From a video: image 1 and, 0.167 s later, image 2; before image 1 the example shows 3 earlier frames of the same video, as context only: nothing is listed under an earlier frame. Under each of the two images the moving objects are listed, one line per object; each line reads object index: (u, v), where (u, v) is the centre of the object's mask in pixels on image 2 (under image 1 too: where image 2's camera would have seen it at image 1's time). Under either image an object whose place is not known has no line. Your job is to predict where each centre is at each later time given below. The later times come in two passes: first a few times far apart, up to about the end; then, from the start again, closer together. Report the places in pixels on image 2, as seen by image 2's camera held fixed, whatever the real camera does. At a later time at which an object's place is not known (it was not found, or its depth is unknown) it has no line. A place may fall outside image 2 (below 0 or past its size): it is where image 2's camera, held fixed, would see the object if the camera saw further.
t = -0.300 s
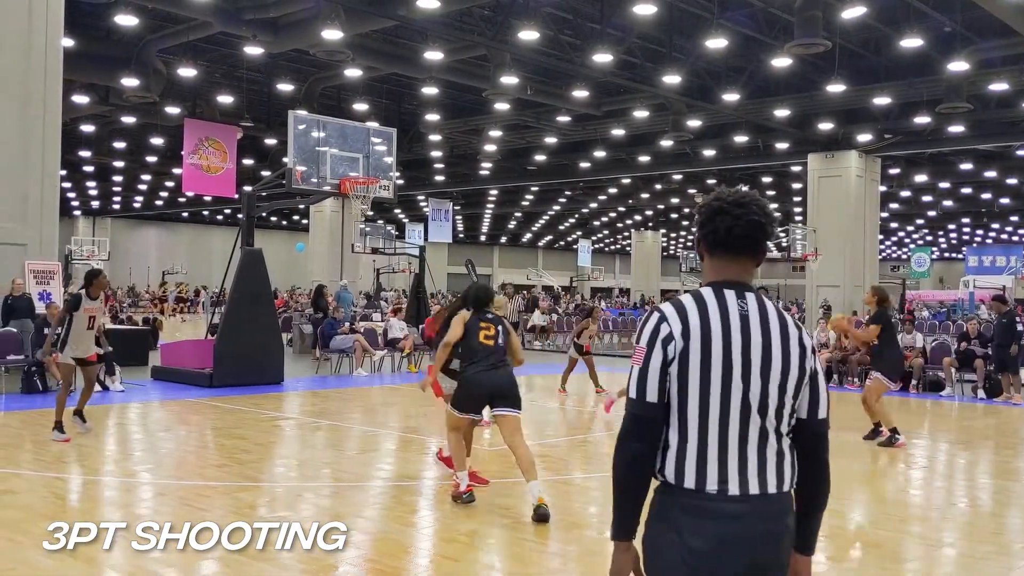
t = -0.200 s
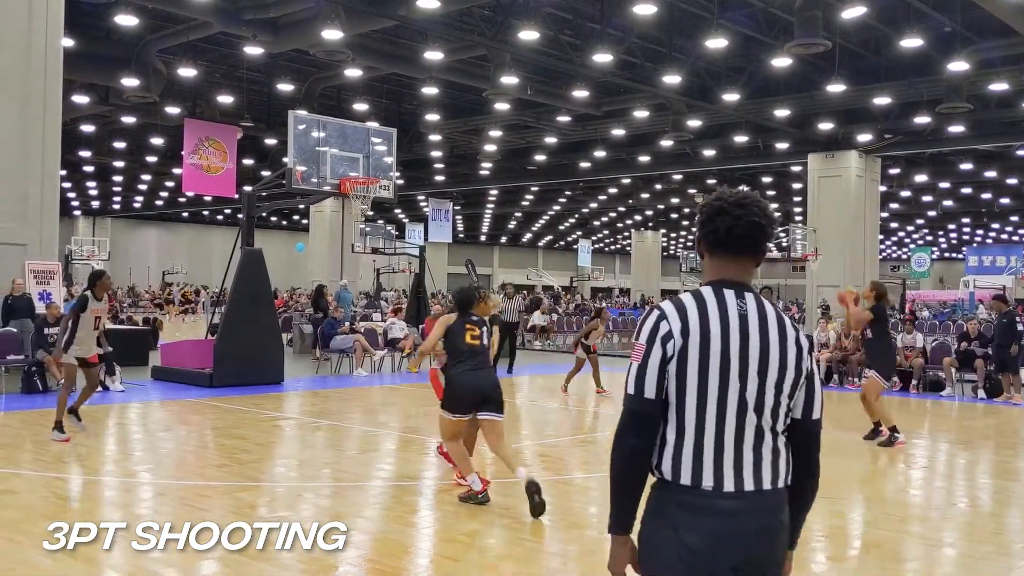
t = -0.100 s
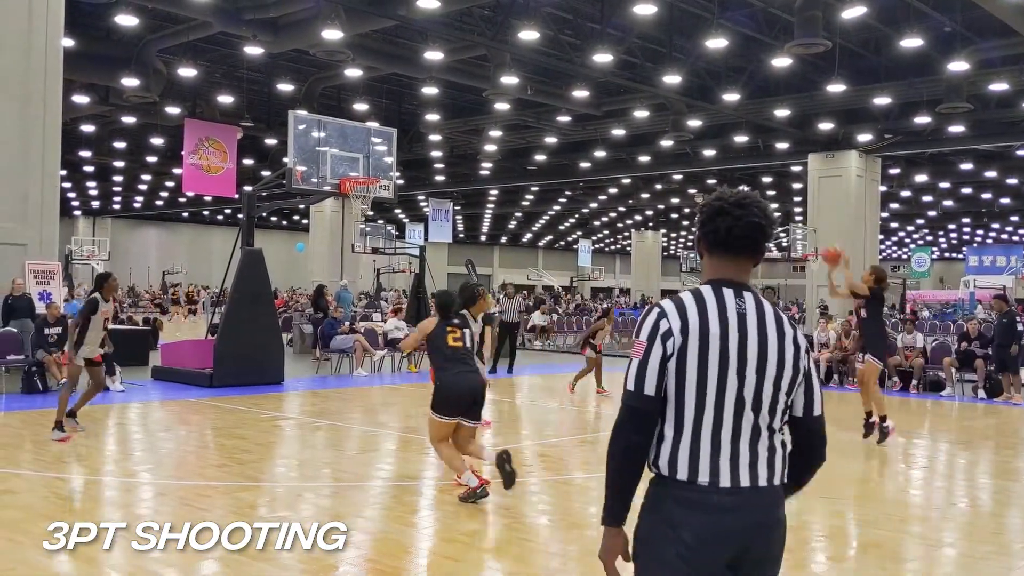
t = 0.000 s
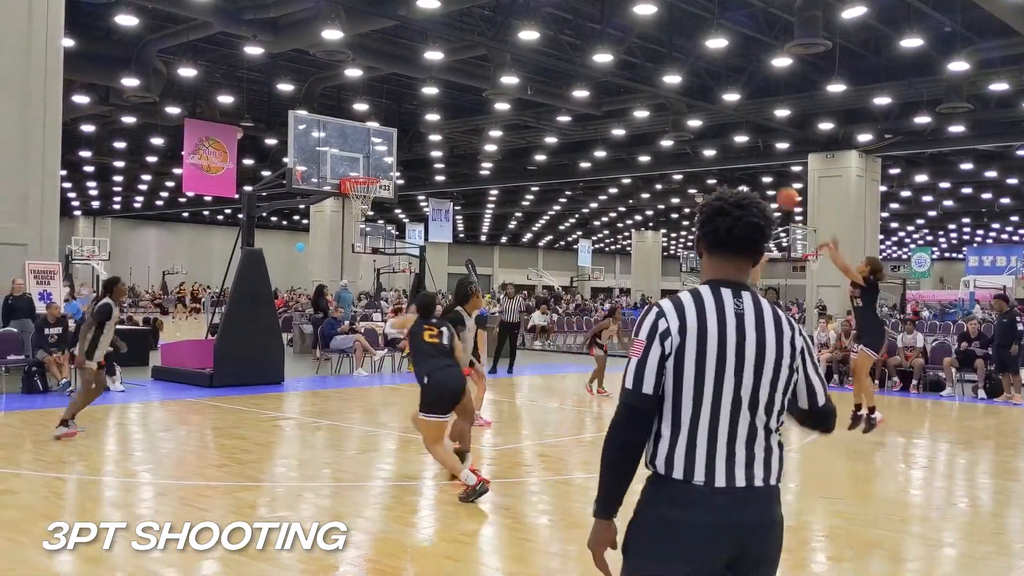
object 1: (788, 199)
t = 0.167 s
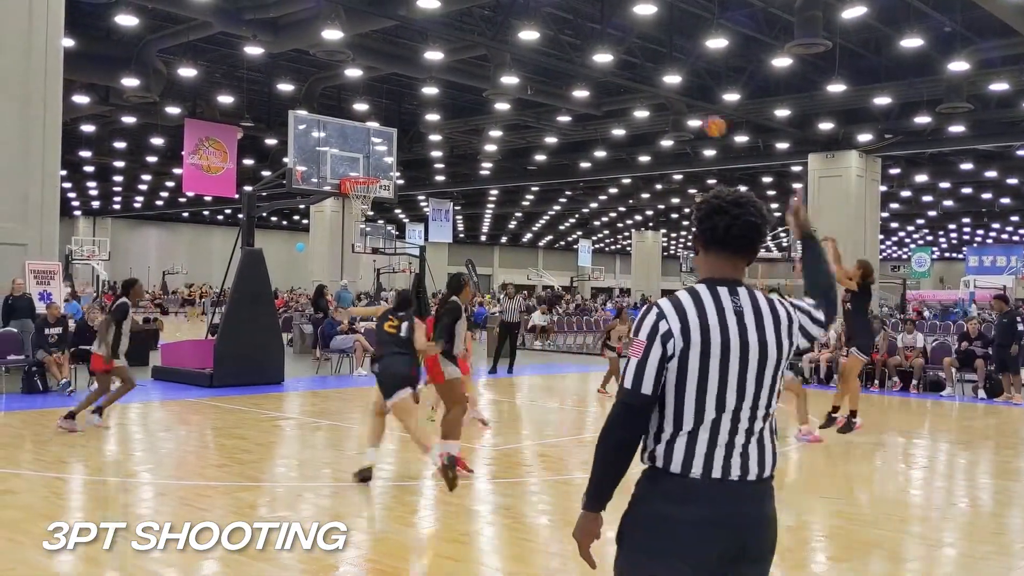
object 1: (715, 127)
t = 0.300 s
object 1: (658, 89)
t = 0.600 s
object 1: (545, 57)
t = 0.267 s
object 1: (672, 97)
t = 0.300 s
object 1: (658, 89)
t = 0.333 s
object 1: (646, 81)
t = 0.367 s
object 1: (633, 75)
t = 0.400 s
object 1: (620, 70)
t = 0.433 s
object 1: (608, 67)
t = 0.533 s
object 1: (569, 58)
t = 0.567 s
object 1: (557, 57)
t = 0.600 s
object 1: (545, 57)
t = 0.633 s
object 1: (533, 59)
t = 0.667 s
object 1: (521, 60)
